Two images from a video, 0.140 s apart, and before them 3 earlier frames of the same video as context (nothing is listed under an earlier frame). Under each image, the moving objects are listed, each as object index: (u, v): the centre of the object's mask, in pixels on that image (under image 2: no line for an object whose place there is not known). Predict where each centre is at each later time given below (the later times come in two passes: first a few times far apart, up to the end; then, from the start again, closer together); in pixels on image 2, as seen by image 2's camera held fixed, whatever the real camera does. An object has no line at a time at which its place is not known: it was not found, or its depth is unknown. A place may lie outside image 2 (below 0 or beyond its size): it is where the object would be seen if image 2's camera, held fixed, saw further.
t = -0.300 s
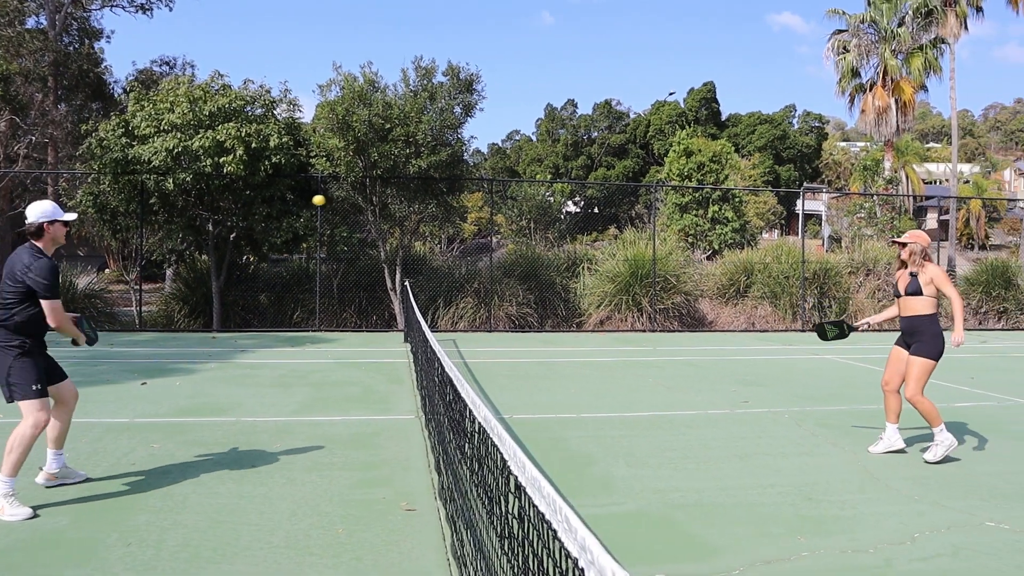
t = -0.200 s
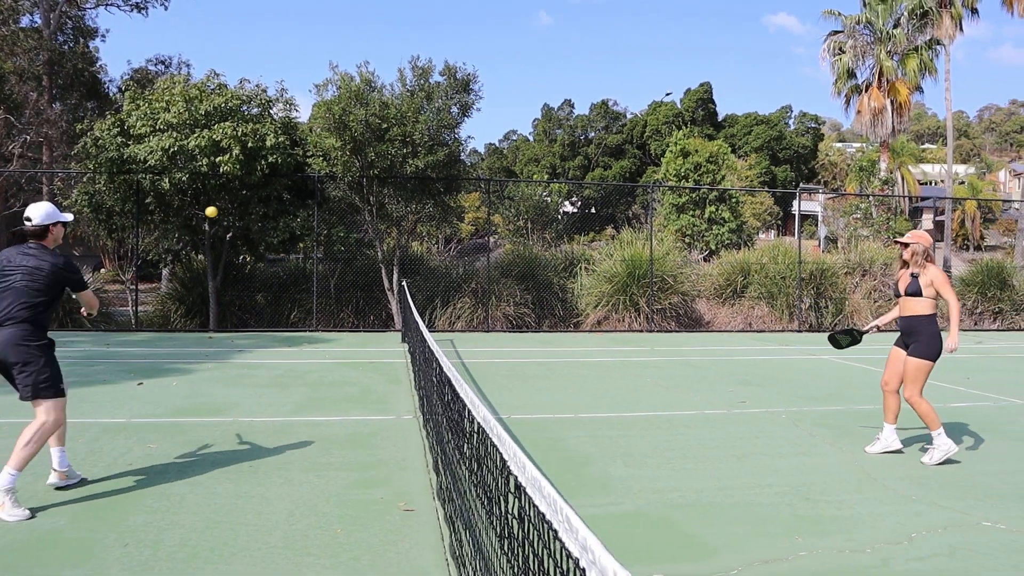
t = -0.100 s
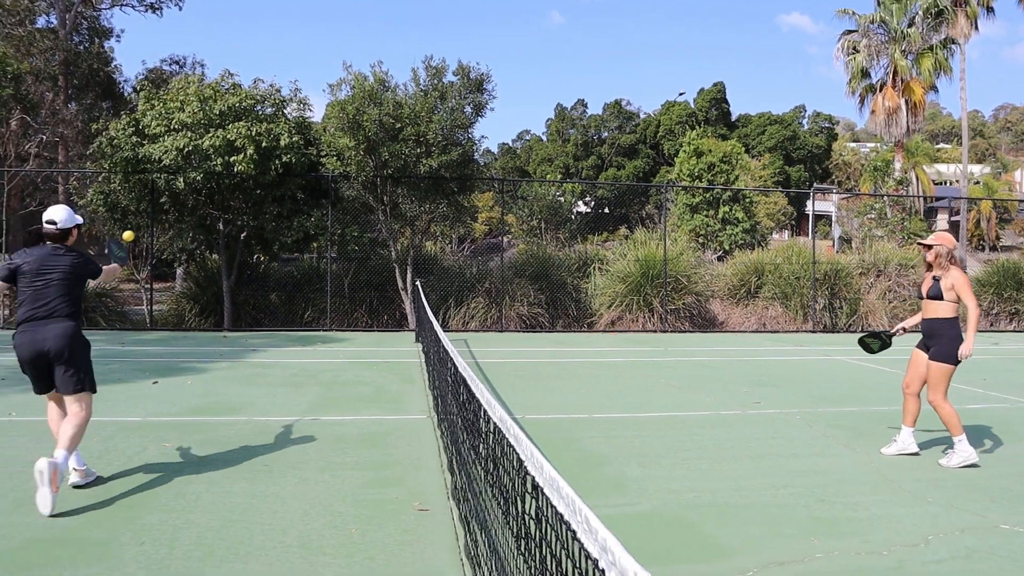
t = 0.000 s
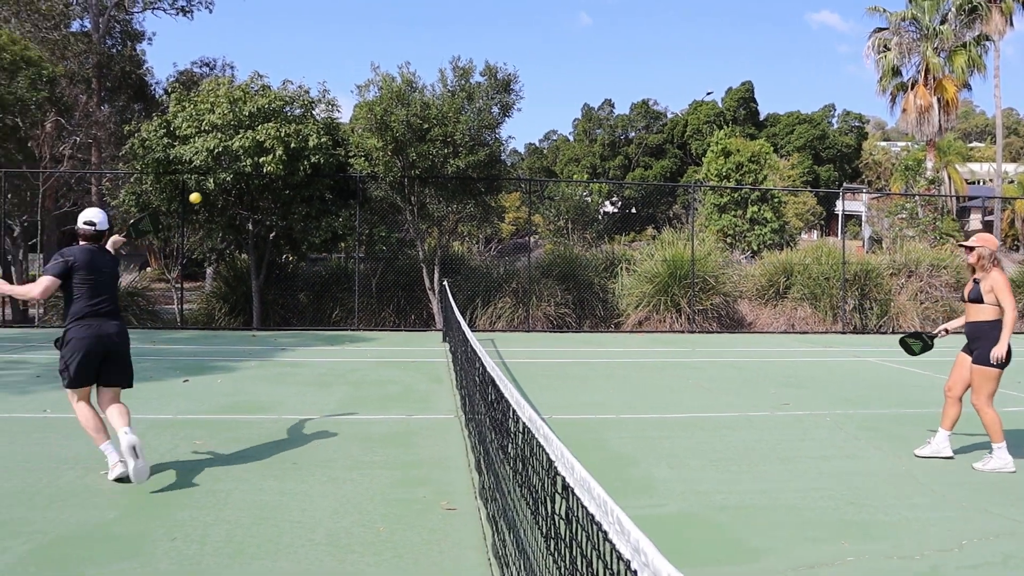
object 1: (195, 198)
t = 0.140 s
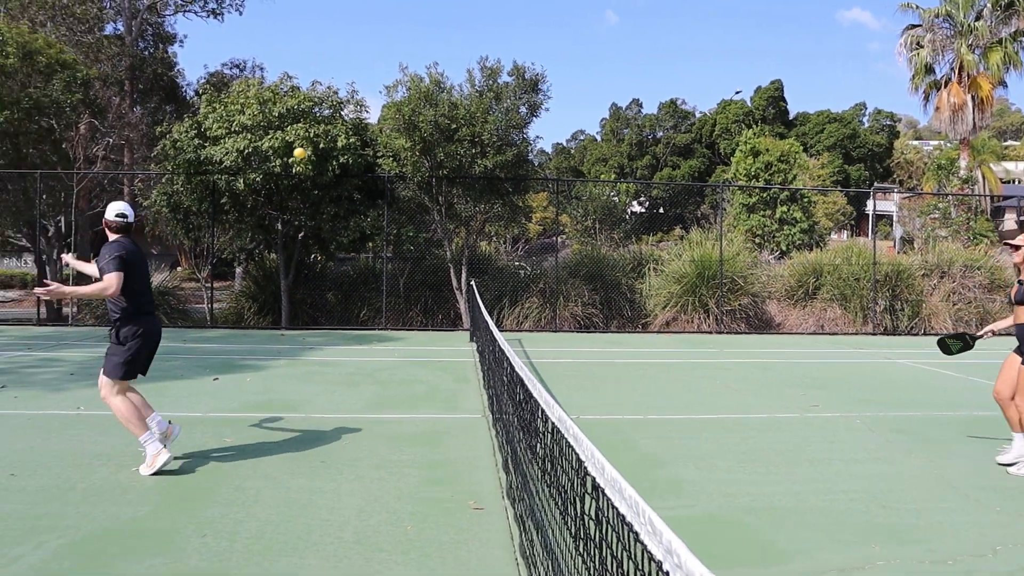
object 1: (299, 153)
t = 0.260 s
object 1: (365, 136)
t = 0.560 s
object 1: (537, 188)
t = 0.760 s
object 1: (651, 308)
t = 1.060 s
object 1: (813, 441)
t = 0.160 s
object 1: (310, 149)
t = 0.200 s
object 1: (332, 142)
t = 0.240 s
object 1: (354, 137)
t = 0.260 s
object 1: (365, 136)
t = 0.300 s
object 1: (388, 134)
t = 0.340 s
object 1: (410, 136)
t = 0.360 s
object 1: (422, 137)
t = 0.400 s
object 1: (444, 142)
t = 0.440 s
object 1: (467, 149)
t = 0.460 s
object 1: (479, 154)
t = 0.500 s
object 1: (502, 165)
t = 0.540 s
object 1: (525, 180)
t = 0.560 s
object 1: (537, 188)
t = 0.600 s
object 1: (560, 206)
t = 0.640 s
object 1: (583, 227)
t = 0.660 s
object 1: (594, 239)
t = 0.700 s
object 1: (617, 265)
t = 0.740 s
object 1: (640, 293)
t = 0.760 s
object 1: (651, 308)
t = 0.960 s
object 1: (767, 496)
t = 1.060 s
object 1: (813, 441)
